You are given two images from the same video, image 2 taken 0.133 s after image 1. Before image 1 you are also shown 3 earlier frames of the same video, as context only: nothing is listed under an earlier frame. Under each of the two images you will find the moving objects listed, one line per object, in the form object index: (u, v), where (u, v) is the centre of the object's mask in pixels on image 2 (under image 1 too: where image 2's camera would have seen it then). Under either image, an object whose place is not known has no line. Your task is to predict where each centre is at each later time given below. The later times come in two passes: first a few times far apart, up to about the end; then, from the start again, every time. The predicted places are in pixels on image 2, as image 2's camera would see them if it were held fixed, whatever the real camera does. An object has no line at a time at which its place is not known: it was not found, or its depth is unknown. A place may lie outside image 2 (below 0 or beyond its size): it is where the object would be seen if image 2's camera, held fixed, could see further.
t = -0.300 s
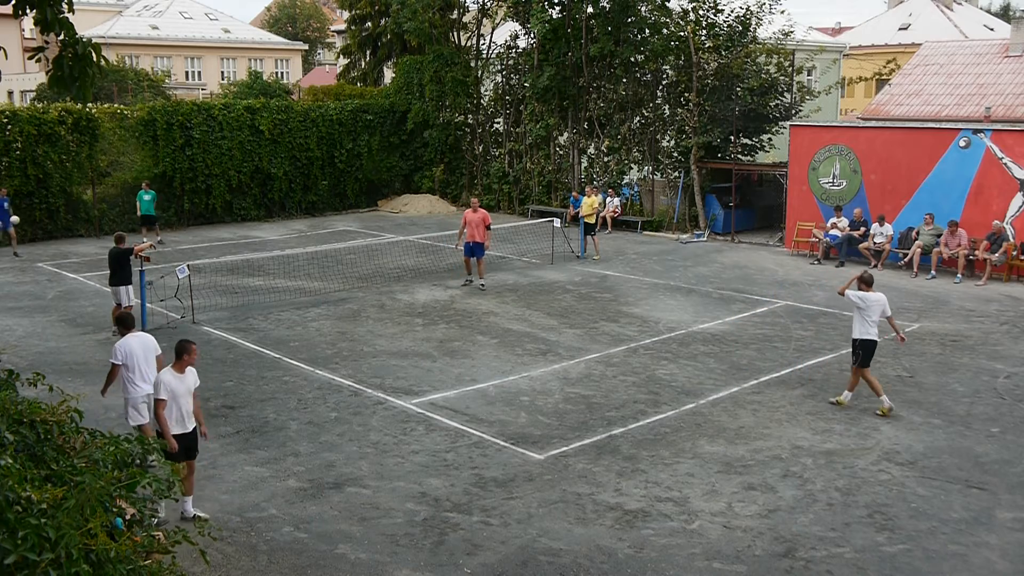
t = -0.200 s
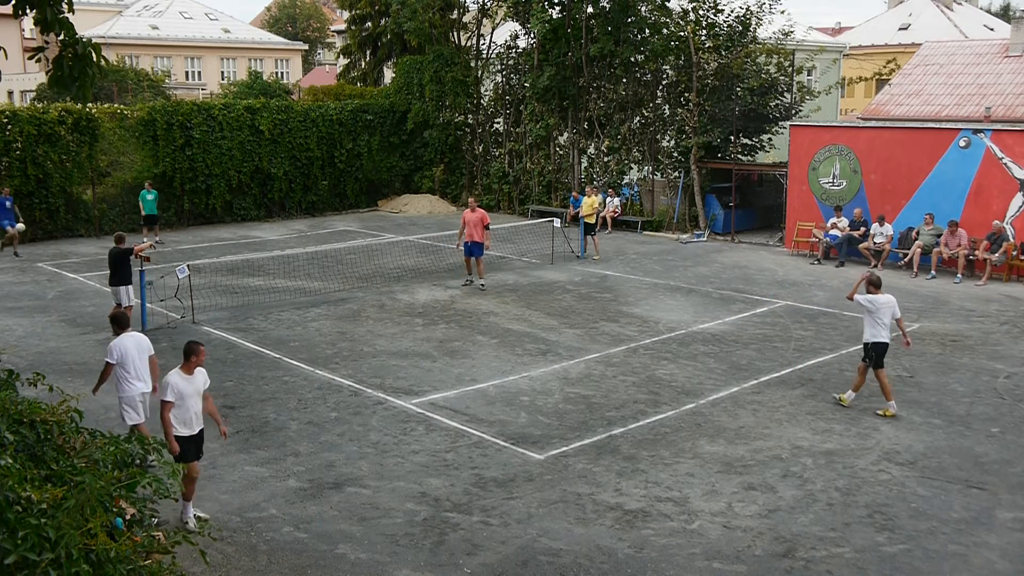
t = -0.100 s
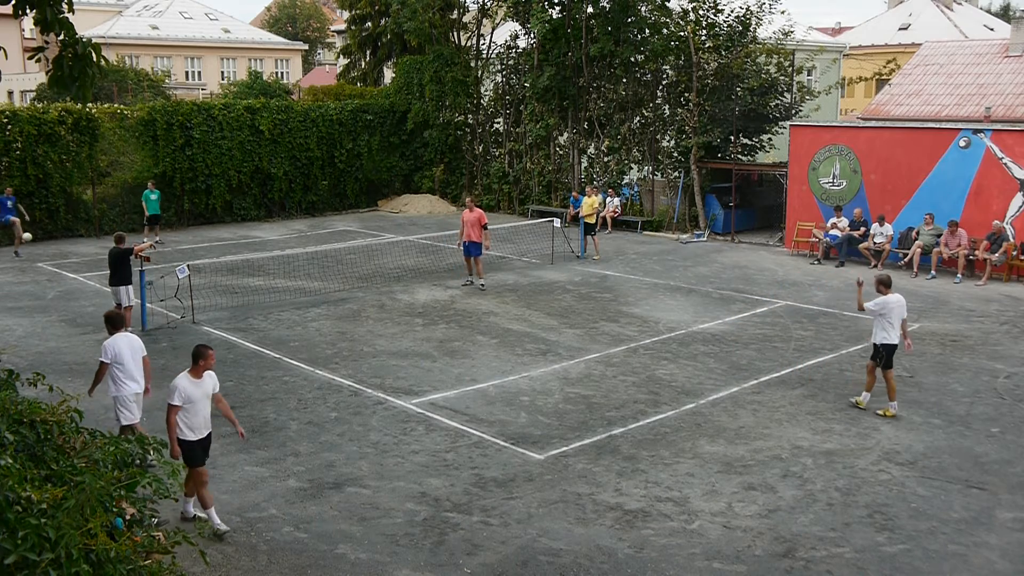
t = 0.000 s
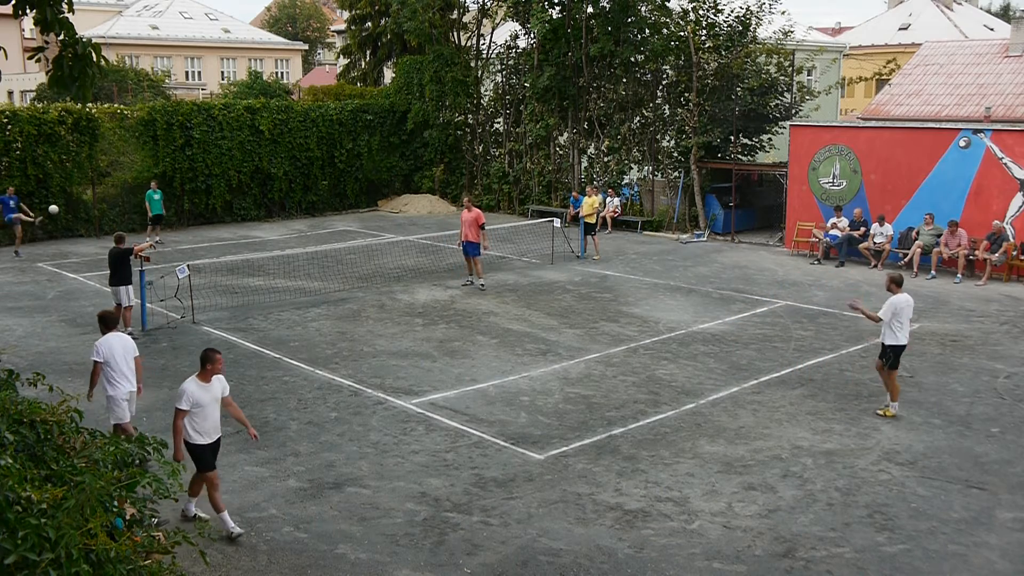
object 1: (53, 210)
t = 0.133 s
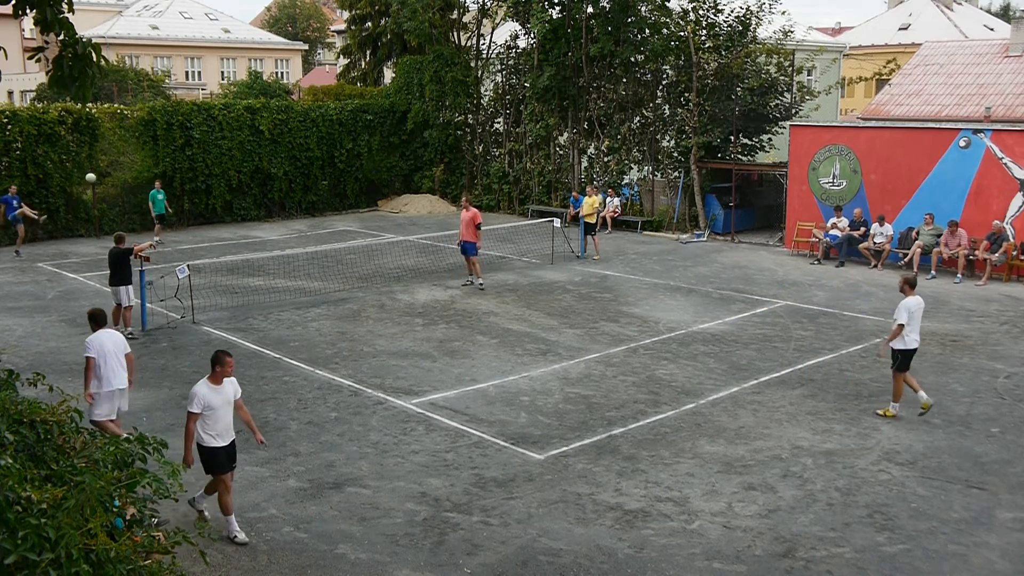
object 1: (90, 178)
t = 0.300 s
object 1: (141, 149)
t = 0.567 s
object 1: (231, 129)
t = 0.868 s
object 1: (346, 154)
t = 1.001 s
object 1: (402, 183)
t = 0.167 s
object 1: (100, 171)
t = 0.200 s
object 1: (110, 165)
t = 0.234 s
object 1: (120, 159)
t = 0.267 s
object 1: (130, 154)
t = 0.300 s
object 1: (141, 149)
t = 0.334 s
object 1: (151, 144)
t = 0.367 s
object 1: (162, 140)
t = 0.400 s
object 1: (173, 138)
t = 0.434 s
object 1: (184, 135)
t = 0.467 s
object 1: (196, 132)
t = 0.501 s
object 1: (207, 131)
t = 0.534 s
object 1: (219, 130)
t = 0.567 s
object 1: (231, 129)
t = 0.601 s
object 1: (243, 129)
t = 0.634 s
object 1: (255, 130)
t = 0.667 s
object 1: (268, 131)
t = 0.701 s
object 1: (280, 133)
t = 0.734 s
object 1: (293, 136)
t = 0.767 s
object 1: (306, 140)
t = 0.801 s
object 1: (319, 144)
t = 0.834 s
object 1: (333, 148)
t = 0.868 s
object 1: (346, 154)
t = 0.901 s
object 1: (360, 160)
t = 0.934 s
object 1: (374, 167)
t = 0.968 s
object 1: (388, 175)
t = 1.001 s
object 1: (402, 183)
